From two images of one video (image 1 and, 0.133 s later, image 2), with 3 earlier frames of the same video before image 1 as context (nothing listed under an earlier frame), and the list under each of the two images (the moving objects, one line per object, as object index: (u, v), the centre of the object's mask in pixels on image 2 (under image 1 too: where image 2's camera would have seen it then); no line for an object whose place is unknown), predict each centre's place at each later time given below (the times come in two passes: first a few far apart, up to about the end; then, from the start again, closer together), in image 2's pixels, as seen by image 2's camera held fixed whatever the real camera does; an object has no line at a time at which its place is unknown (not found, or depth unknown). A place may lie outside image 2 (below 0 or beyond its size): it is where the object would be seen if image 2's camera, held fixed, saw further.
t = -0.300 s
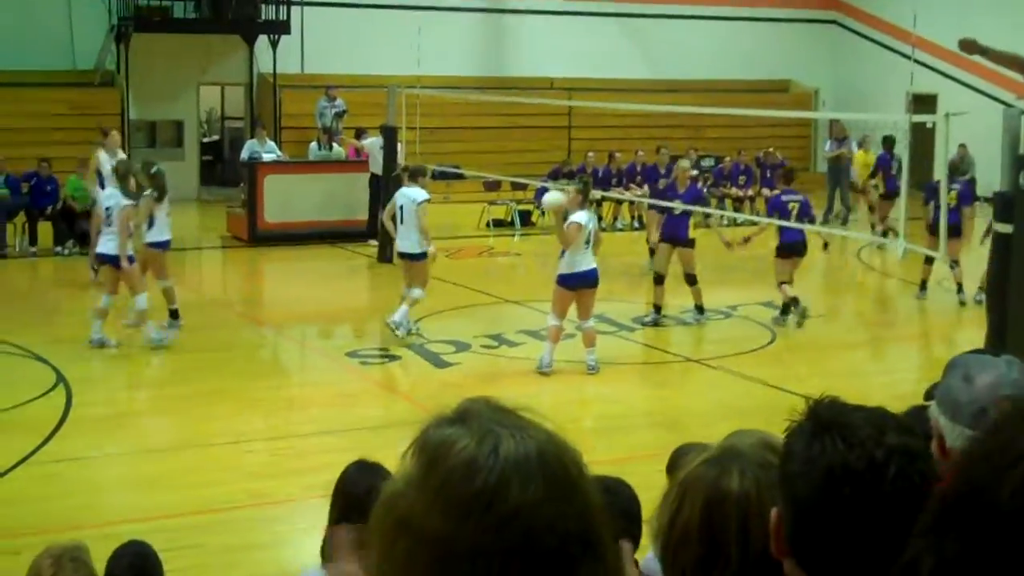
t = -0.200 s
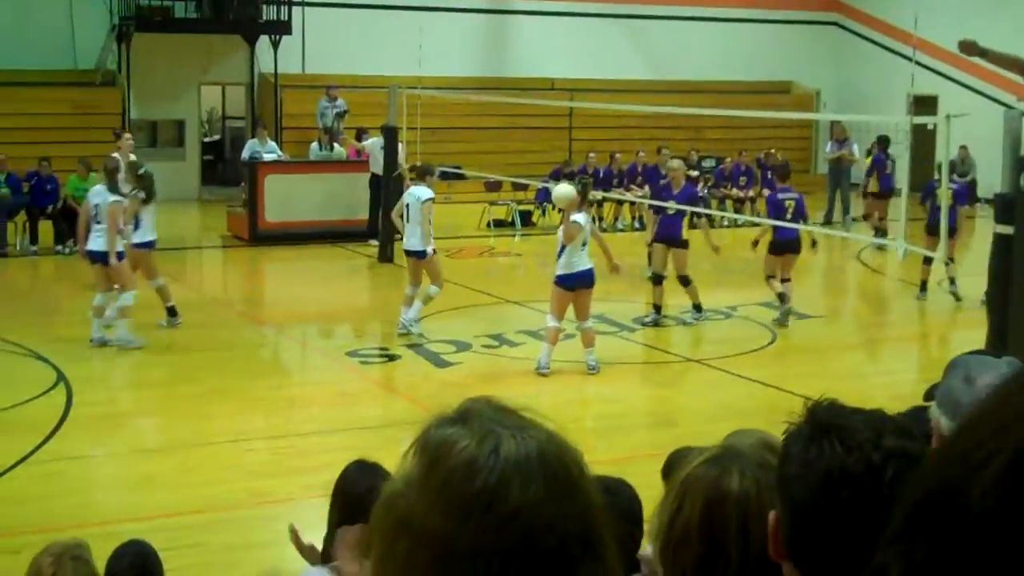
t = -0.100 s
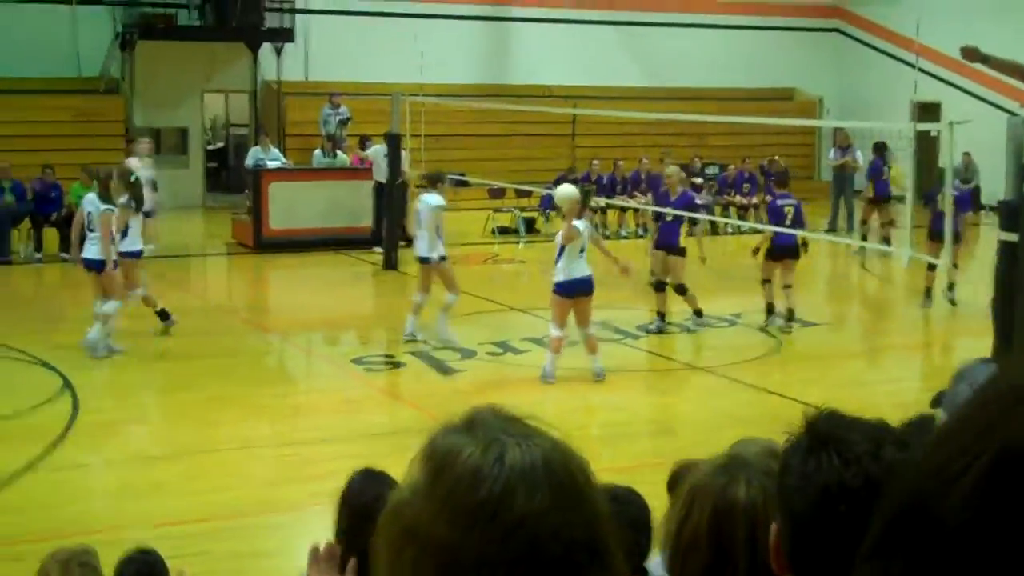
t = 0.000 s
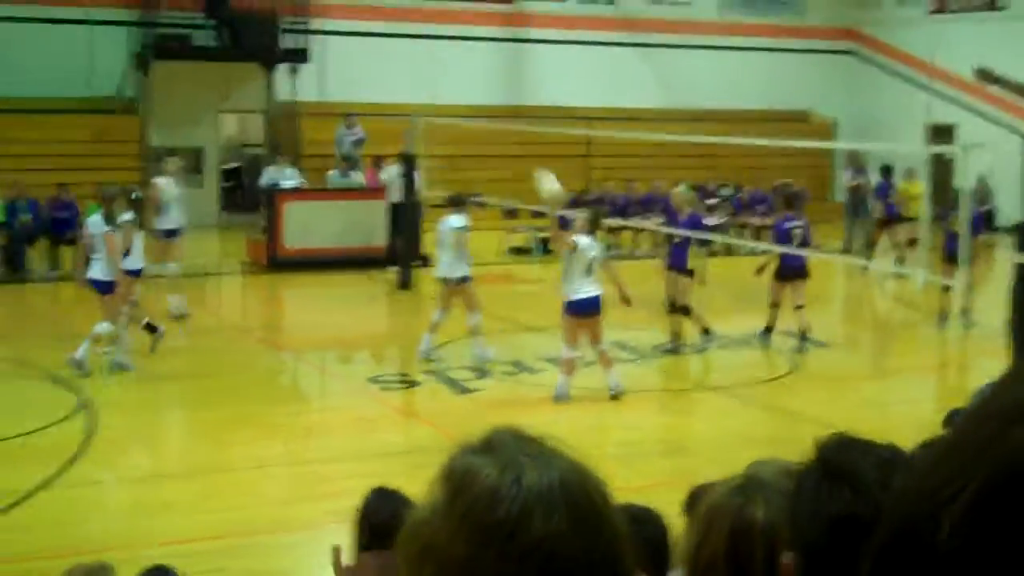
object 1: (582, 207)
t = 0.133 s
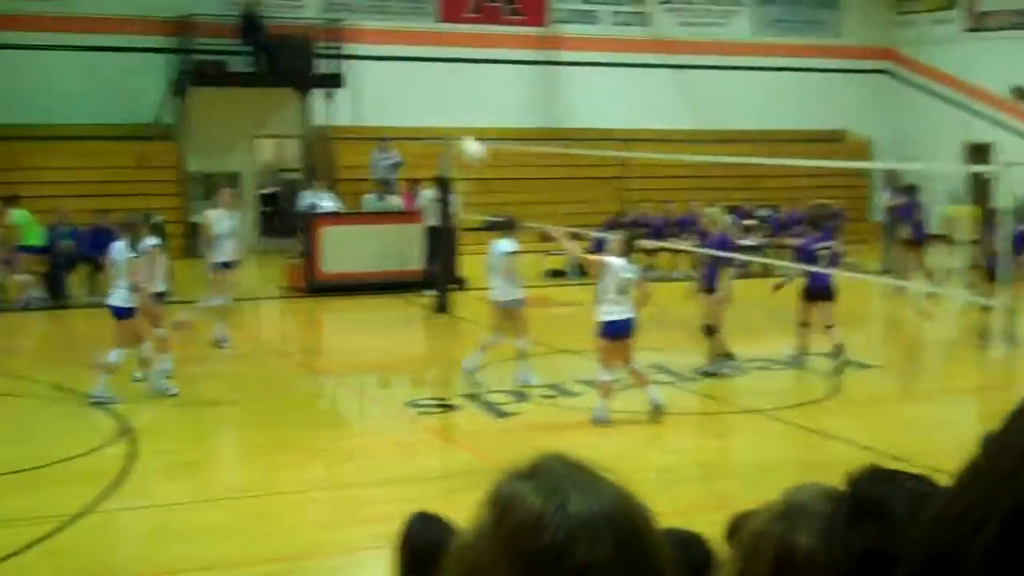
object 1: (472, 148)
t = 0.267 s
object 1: (362, 115)
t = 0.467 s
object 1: (187, 95)
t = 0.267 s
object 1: (362, 115)
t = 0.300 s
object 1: (328, 110)
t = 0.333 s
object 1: (301, 104)
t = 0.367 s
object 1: (274, 100)
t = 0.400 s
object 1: (246, 95)
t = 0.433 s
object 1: (217, 91)
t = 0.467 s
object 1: (187, 95)
